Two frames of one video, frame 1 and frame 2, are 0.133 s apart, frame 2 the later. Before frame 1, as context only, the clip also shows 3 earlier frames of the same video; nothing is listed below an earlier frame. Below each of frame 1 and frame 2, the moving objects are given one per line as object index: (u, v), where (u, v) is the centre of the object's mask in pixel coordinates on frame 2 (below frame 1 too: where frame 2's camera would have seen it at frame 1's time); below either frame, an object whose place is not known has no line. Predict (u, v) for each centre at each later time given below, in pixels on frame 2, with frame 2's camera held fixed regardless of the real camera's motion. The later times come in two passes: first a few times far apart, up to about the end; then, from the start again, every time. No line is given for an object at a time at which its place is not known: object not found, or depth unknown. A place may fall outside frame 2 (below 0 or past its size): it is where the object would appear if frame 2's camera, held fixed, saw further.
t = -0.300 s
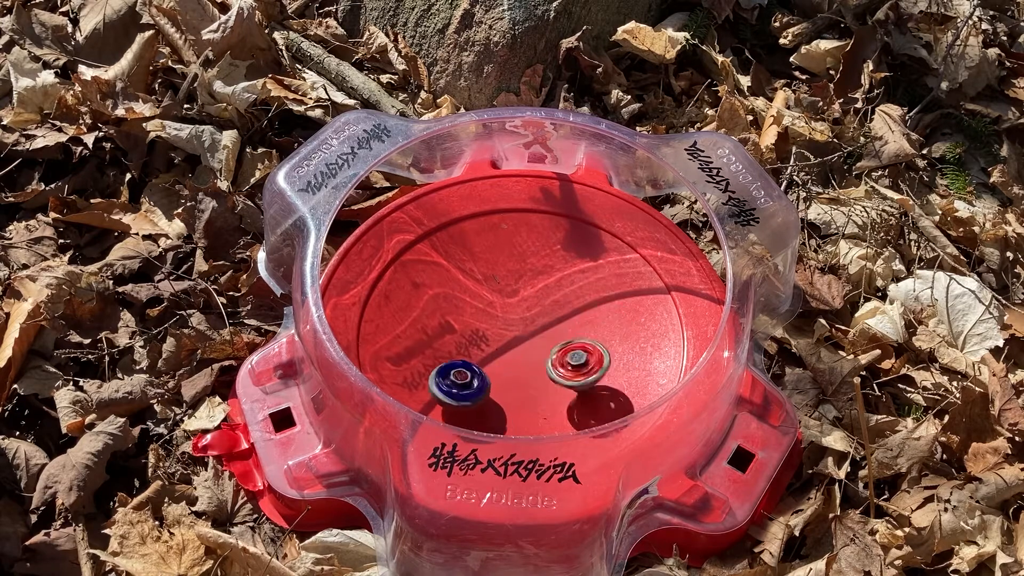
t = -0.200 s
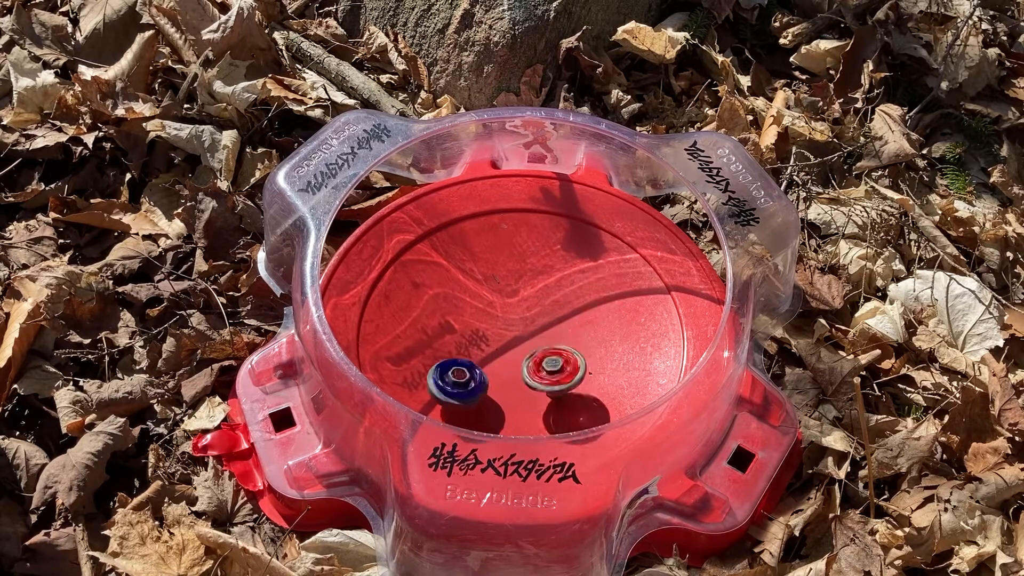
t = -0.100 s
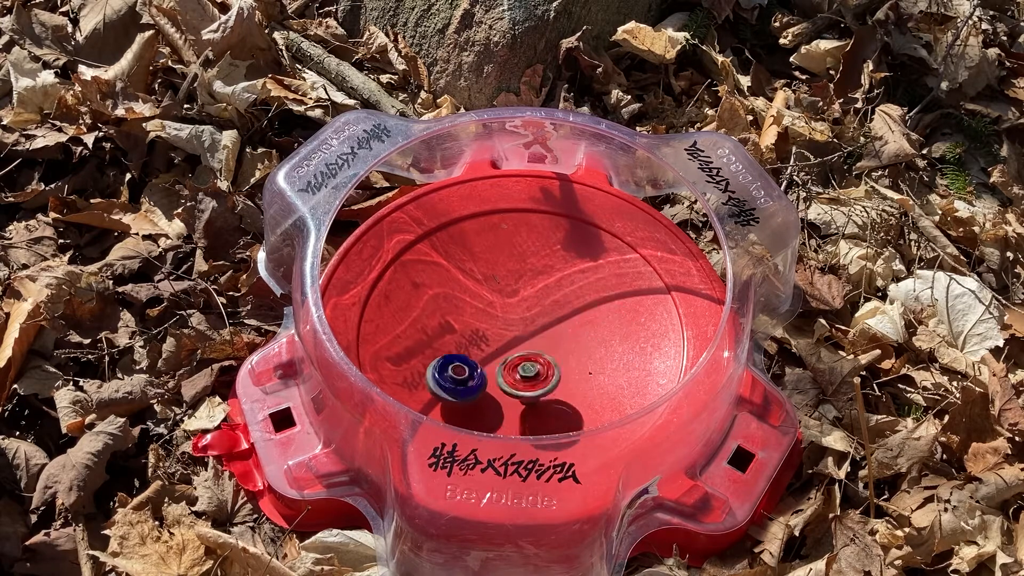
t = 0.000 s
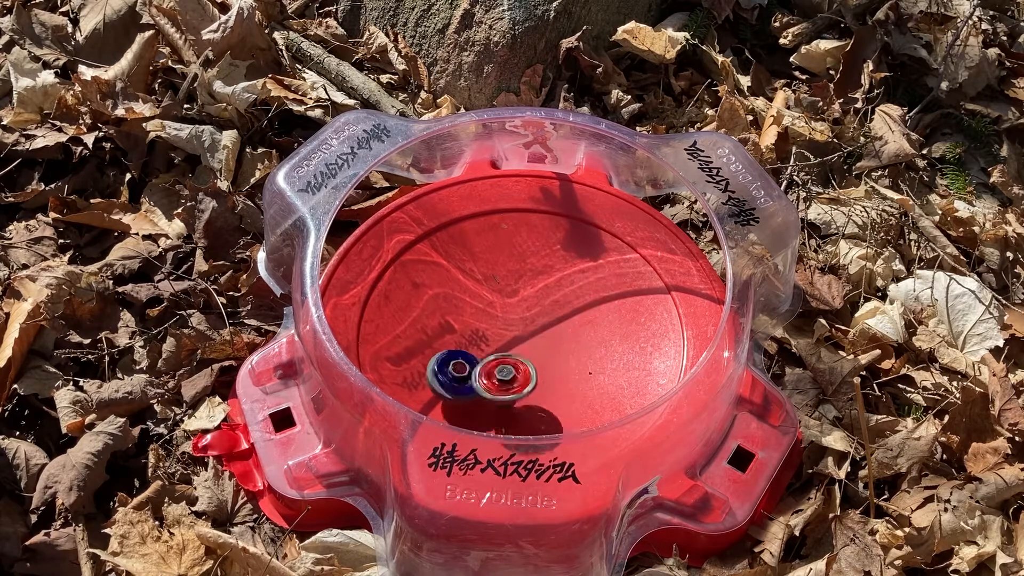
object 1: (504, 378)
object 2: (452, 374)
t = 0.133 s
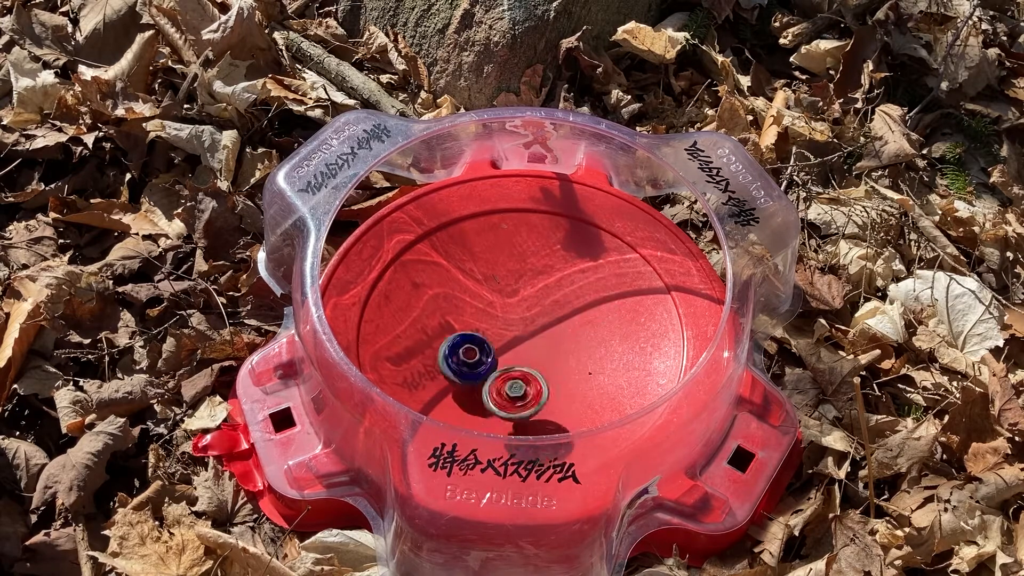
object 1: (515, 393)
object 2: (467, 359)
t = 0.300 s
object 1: (551, 396)
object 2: (490, 351)
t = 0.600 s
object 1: (586, 353)
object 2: (516, 316)
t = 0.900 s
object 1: (594, 315)
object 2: (483, 280)
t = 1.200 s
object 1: (546, 289)
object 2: (479, 305)
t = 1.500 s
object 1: (546, 288)
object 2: (470, 358)
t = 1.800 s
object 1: (548, 317)
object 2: (474, 361)
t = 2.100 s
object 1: (554, 355)
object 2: (477, 359)
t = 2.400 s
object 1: (550, 372)
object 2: (479, 360)
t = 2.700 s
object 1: (530, 358)
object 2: (474, 359)
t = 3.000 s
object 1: (569, 327)
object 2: (446, 344)
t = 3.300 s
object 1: (545, 283)
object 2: (463, 342)
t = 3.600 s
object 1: (506, 289)
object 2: (484, 352)
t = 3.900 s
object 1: (512, 312)
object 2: (515, 371)
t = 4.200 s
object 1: (545, 323)
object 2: (532, 384)
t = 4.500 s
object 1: (554, 322)
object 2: (536, 388)
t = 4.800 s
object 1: (536, 341)
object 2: (533, 389)
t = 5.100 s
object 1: (521, 323)
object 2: (519, 371)
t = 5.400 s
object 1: (547, 264)
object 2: (473, 339)
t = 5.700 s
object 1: (554, 244)
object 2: (475, 343)
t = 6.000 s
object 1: (540, 296)
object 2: (479, 339)
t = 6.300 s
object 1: (599, 354)
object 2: (460, 335)
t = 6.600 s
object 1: (591, 380)
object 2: (490, 322)
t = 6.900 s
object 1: (531, 371)
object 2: (527, 298)
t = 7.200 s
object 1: (470, 331)
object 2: (521, 301)
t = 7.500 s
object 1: (457, 293)
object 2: (518, 302)
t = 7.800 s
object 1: (493, 282)
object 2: (533, 312)
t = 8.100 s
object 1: (490, 280)
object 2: (555, 325)
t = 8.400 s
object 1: (497, 305)
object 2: (537, 333)
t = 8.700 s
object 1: (480, 290)
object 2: (527, 379)
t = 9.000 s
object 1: (496, 302)
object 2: (514, 372)
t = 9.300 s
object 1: (515, 296)
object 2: (518, 356)
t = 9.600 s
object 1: (531, 277)
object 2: (509, 367)
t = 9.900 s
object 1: (530, 307)
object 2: (513, 369)
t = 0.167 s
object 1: (522, 396)
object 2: (471, 358)
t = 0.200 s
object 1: (530, 398)
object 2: (475, 356)
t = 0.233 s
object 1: (537, 398)
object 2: (480, 355)
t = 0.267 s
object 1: (544, 398)
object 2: (485, 353)
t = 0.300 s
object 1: (551, 396)
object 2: (490, 351)
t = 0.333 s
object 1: (557, 393)
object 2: (495, 350)
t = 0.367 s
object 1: (562, 388)
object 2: (501, 349)
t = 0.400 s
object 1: (566, 384)
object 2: (506, 347)
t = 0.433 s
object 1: (569, 377)
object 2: (511, 345)
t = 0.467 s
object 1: (571, 371)
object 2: (516, 344)
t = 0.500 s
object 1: (571, 363)
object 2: (520, 342)
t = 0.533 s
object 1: (570, 355)
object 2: (523, 339)
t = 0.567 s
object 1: (570, 349)
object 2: (525, 335)
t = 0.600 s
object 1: (586, 353)
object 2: (516, 316)
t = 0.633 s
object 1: (599, 359)
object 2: (504, 300)
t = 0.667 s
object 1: (606, 361)
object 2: (495, 286)
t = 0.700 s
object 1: (609, 359)
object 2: (487, 277)
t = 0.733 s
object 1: (609, 353)
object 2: (482, 271)
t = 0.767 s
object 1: (608, 346)
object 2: (481, 271)
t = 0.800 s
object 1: (607, 338)
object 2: (481, 273)
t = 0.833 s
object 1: (604, 329)
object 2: (481, 275)
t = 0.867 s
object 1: (600, 322)
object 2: (482, 277)
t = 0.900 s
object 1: (594, 315)
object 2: (483, 280)
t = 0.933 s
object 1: (588, 308)
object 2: (484, 282)
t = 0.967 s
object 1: (580, 302)
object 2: (485, 284)
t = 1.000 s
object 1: (572, 297)
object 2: (486, 287)
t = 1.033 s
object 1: (563, 293)
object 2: (487, 290)
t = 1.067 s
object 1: (554, 289)
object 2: (489, 292)
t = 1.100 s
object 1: (546, 287)
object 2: (489, 296)
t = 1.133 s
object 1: (543, 284)
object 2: (487, 298)
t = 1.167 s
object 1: (544, 286)
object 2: (483, 301)
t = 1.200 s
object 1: (546, 289)
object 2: (479, 305)
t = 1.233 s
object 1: (544, 290)
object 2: (480, 309)
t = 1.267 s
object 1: (540, 291)
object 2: (481, 314)
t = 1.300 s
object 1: (535, 292)
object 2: (482, 318)
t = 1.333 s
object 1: (532, 293)
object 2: (481, 323)
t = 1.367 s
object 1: (538, 290)
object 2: (472, 332)
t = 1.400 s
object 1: (542, 290)
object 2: (468, 340)
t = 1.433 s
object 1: (543, 289)
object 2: (466, 347)
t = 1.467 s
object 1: (544, 289)
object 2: (467, 353)
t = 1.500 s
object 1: (546, 288)
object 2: (470, 358)
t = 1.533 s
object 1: (547, 289)
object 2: (471, 362)
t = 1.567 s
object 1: (548, 290)
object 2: (472, 363)
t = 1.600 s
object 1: (548, 292)
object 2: (472, 364)
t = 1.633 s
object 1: (548, 294)
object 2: (472, 364)
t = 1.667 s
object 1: (548, 298)
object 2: (473, 363)
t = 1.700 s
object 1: (548, 302)
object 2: (473, 363)
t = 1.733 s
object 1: (548, 307)
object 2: (474, 362)
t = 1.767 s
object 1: (548, 312)
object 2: (474, 361)
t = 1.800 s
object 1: (548, 317)
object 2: (474, 361)
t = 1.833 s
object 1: (549, 321)
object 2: (475, 360)
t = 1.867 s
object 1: (549, 326)
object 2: (475, 360)
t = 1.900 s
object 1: (549, 331)
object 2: (475, 360)
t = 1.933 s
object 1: (550, 335)
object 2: (475, 359)
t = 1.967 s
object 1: (551, 340)
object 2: (476, 360)
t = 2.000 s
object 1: (551, 344)
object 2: (476, 359)
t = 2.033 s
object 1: (552, 348)
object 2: (476, 359)
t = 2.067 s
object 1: (553, 351)
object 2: (477, 359)
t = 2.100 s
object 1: (554, 355)
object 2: (477, 359)
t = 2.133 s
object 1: (554, 358)
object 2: (477, 359)
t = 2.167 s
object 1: (555, 361)
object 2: (478, 360)
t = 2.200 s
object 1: (555, 364)
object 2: (478, 359)
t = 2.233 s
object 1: (555, 367)
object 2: (478, 360)
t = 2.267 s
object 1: (555, 369)
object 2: (478, 360)
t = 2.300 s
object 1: (554, 371)
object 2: (478, 360)
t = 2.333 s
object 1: (553, 372)
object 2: (478, 360)
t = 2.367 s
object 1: (552, 372)
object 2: (479, 360)
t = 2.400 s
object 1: (550, 372)
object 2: (479, 360)
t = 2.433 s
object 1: (548, 371)
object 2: (479, 360)
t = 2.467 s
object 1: (544, 370)
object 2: (479, 360)
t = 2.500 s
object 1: (541, 368)
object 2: (479, 360)
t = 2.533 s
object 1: (537, 366)
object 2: (478, 360)
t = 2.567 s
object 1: (533, 363)
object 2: (477, 360)
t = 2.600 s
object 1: (529, 362)
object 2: (476, 360)
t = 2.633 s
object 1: (528, 360)
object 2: (475, 359)
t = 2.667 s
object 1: (530, 359)
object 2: (474, 358)
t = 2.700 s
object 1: (530, 358)
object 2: (474, 359)
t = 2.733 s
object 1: (529, 354)
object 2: (474, 358)
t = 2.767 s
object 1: (529, 351)
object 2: (475, 357)
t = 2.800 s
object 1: (527, 348)
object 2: (476, 356)
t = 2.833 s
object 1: (526, 345)
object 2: (475, 356)
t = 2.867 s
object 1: (544, 342)
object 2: (462, 351)
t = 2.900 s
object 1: (557, 341)
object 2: (451, 347)
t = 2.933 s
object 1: (565, 338)
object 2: (446, 345)
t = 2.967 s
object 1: (568, 333)
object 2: (446, 344)
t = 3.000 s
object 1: (569, 327)
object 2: (446, 344)
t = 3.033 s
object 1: (569, 320)
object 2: (447, 344)
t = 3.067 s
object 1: (568, 315)
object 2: (449, 344)
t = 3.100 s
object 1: (567, 308)
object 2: (450, 344)
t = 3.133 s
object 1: (565, 303)
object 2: (452, 343)
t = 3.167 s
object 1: (562, 298)
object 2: (454, 343)
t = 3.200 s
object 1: (559, 293)
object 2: (456, 343)
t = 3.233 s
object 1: (554, 288)
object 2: (458, 343)
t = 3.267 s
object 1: (549, 285)
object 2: (460, 343)
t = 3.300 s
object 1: (545, 283)
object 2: (463, 342)
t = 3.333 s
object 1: (540, 281)
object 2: (465, 342)
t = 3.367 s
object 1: (534, 280)
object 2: (469, 343)
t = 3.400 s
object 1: (529, 281)
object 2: (471, 343)
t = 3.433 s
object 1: (523, 281)
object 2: (474, 342)
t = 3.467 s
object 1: (517, 283)
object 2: (477, 342)
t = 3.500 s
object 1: (512, 286)
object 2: (480, 343)
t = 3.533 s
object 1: (507, 290)
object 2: (483, 343)
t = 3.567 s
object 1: (505, 290)
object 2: (483, 346)
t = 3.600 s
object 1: (506, 289)
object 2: (484, 352)
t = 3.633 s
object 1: (507, 291)
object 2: (488, 354)
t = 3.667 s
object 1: (505, 292)
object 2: (492, 357)
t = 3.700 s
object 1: (503, 294)
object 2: (496, 359)
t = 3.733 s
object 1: (503, 297)
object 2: (499, 360)
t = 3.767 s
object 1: (503, 300)
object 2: (503, 362)
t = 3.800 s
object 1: (504, 304)
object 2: (506, 363)
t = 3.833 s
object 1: (507, 308)
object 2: (509, 365)
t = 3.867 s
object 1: (509, 311)
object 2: (511, 367)
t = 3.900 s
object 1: (512, 312)
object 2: (515, 371)
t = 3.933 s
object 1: (516, 314)
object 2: (519, 373)
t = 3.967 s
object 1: (519, 316)
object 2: (522, 375)
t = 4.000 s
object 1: (523, 318)
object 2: (525, 377)
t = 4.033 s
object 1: (526, 320)
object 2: (527, 378)
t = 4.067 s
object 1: (530, 322)
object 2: (529, 379)
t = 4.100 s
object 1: (534, 324)
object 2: (529, 379)
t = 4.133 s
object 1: (538, 324)
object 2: (530, 381)
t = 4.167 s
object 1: (542, 323)
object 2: (531, 383)
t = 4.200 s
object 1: (545, 323)
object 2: (532, 384)
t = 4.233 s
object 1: (549, 323)
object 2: (533, 385)
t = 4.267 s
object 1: (552, 323)
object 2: (533, 385)
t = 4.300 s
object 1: (554, 322)
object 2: (534, 385)
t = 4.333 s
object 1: (556, 322)
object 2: (534, 385)
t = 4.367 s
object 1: (557, 321)
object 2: (535, 386)
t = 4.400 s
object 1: (558, 321)
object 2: (535, 386)
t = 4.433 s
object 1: (558, 321)
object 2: (536, 386)
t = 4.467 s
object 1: (556, 321)
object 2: (536, 387)
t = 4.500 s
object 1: (554, 322)
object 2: (536, 388)
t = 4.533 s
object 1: (552, 323)
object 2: (536, 388)
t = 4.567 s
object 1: (549, 325)
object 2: (536, 389)
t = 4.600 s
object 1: (547, 327)
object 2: (536, 389)
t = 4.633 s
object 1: (544, 329)
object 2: (536, 389)
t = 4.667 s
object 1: (543, 332)
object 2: (535, 389)
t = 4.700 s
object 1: (541, 335)
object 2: (535, 389)
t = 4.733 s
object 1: (539, 337)
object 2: (535, 389)
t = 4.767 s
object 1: (537, 340)
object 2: (534, 389)
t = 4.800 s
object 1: (536, 341)
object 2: (533, 389)
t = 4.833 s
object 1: (535, 338)
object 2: (532, 389)
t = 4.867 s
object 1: (535, 336)
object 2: (531, 387)
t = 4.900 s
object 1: (535, 335)
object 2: (530, 385)
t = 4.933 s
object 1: (533, 333)
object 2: (529, 384)
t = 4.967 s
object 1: (530, 332)
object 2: (527, 382)
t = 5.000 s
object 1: (526, 331)
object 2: (526, 380)
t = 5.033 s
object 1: (523, 330)
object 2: (525, 379)
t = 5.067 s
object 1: (521, 328)
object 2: (524, 376)
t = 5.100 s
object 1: (521, 323)
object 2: (519, 371)
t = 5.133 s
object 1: (525, 315)
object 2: (509, 369)
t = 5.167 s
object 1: (530, 307)
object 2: (499, 368)
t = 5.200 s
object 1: (533, 299)
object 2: (491, 364)
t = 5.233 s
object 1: (536, 294)
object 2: (483, 359)
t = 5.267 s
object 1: (539, 289)
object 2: (479, 352)
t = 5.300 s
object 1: (541, 284)
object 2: (477, 347)
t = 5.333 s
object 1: (543, 278)
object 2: (475, 342)
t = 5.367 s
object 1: (545, 271)
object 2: (473, 340)
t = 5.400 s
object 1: (547, 264)
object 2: (473, 339)
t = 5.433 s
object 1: (548, 258)
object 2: (473, 339)
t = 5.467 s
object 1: (549, 254)
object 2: (474, 339)
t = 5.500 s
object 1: (550, 250)
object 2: (474, 339)
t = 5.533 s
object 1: (551, 246)
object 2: (474, 340)
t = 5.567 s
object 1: (552, 243)
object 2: (475, 341)
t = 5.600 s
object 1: (553, 242)
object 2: (475, 341)
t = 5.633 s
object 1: (553, 241)
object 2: (475, 342)
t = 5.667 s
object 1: (554, 242)
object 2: (475, 343)
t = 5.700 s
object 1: (554, 244)
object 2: (475, 343)
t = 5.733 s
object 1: (553, 248)
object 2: (475, 343)
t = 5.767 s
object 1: (553, 252)
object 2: (476, 343)
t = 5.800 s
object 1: (552, 257)
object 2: (476, 343)
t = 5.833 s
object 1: (550, 262)
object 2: (477, 343)
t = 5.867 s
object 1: (548, 268)
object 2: (477, 342)
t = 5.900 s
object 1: (546, 274)
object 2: (477, 341)
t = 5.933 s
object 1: (545, 281)
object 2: (478, 341)
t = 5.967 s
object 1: (542, 288)
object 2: (478, 340)
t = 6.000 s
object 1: (540, 296)
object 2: (479, 339)
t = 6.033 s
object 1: (538, 304)
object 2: (481, 338)
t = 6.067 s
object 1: (536, 313)
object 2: (483, 336)
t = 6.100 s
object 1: (552, 318)
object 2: (470, 334)
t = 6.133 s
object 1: (567, 323)
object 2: (459, 335)
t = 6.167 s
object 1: (579, 332)
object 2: (456, 336)
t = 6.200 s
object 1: (586, 341)
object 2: (456, 336)
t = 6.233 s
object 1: (591, 347)
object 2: (457, 336)
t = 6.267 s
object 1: (595, 351)
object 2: (458, 336)
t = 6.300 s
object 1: (599, 354)
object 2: (460, 335)
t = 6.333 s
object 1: (601, 358)
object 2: (461, 335)
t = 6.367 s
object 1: (603, 361)
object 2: (463, 334)
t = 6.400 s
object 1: (604, 365)
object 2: (466, 334)
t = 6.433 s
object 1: (604, 368)
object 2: (468, 332)
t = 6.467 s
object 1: (604, 371)
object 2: (471, 332)
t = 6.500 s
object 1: (602, 374)
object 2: (475, 330)
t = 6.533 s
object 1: (599, 376)
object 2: (479, 328)
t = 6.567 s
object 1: (596, 378)
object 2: (484, 325)
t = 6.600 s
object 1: (591, 380)
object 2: (490, 322)
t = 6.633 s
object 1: (586, 381)
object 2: (497, 319)
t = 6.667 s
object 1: (580, 381)
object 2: (503, 315)
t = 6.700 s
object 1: (574, 381)
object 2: (510, 312)
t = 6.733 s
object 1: (567, 380)
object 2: (514, 308)
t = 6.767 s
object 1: (560, 379)
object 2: (518, 305)
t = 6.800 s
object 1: (553, 378)
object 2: (521, 302)
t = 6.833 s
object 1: (545, 376)
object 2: (524, 300)
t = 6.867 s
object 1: (538, 373)
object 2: (525, 299)
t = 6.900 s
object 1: (531, 371)
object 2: (527, 298)
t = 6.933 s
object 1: (523, 367)
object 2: (527, 297)
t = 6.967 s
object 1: (516, 364)
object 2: (527, 297)
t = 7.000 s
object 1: (508, 360)
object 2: (526, 297)
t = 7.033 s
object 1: (501, 356)
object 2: (526, 298)
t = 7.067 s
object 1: (493, 351)
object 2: (525, 298)
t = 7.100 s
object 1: (487, 346)
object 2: (524, 299)
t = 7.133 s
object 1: (481, 341)
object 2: (523, 300)
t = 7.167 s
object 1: (475, 337)
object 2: (522, 300)
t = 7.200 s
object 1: (470, 331)
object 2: (521, 301)
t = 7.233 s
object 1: (466, 326)
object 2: (521, 301)
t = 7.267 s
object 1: (463, 321)
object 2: (521, 301)
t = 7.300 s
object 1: (460, 316)
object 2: (520, 301)
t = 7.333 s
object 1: (457, 312)
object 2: (520, 302)
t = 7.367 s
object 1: (456, 307)
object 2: (520, 302)
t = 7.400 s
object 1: (455, 303)
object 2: (519, 302)
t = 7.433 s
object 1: (455, 300)
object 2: (519, 302)
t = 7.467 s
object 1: (455, 296)
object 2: (518, 302)
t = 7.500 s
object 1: (457, 293)
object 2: (518, 302)
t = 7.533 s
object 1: (459, 290)
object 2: (518, 303)
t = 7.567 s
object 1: (462, 287)
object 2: (518, 303)
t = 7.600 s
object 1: (466, 285)
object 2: (519, 304)
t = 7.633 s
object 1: (470, 284)
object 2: (520, 305)
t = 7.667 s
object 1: (475, 283)
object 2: (522, 306)
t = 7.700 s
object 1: (481, 282)
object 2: (525, 307)
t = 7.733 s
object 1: (483, 283)
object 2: (529, 307)
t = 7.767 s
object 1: (489, 283)
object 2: (531, 311)
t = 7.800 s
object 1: (493, 282)
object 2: (533, 312)
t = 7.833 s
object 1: (498, 277)
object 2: (540, 309)
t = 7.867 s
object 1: (503, 282)
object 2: (548, 312)
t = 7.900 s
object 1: (504, 282)
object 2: (552, 311)
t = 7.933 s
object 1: (504, 283)
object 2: (557, 314)
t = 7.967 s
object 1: (501, 283)
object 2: (560, 320)
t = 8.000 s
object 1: (499, 282)
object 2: (559, 322)
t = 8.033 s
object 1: (496, 280)
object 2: (558, 322)
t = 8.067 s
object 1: (493, 280)
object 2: (556, 324)
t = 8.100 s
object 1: (490, 280)
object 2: (555, 325)
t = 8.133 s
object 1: (488, 281)
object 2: (553, 325)
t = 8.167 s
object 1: (486, 283)
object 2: (551, 326)
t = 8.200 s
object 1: (485, 286)
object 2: (549, 326)
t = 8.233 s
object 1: (486, 290)
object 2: (547, 327)
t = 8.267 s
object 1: (487, 294)
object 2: (545, 327)
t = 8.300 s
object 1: (489, 298)
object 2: (544, 329)
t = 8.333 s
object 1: (491, 302)
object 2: (542, 328)
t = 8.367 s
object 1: (495, 307)
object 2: (542, 329)
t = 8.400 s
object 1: (497, 305)
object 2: (537, 333)
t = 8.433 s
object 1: (491, 296)
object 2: (533, 343)
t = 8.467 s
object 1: (485, 294)
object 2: (533, 354)
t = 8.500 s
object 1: (485, 288)
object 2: (535, 365)
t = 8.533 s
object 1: (485, 284)
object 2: (536, 373)
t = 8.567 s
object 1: (485, 284)
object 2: (535, 380)
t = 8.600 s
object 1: (485, 285)
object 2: (532, 381)
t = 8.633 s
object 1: (483, 287)
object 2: (531, 380)
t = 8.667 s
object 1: (481, 288)
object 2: (529, 380)
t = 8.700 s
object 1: (480, 290)
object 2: (527, 379)
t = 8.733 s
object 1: (479, 293)
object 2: (525, 379)
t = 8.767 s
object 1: (480, 297)
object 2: (523, 377)
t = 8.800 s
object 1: (481, 300)
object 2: (521, 376)
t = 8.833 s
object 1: (483, 304)
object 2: (519, 375)
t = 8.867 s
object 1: (486, 308)
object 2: (518, 372)
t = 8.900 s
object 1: (489, 312)
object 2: (516, 370)
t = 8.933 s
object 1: (492, 316)
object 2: (514, 368)
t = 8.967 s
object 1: (494, 309)
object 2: (516, 371)
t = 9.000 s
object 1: (496, 302)
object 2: (514, 372)
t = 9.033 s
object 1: (498, 296)
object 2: (513, 373)
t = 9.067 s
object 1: (502, 292)
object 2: (513, 370)
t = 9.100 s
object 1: (506, 291)
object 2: (514, 369)
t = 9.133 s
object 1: (506, 291)
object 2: (514, 367)
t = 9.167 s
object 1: (508, 291)
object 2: (514, 365)
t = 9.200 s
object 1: (509, 292)
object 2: (515, 363)
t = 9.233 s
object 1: (511, 293)
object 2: (516, 360)
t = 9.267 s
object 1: (513, 294)
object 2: (518, 358)
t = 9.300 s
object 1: (515, 296)
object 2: (518, 356)
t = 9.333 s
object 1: (517, 298)
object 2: (519, 354)
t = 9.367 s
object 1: (520, 294)
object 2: (518, 359)
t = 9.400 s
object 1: (525, 286)
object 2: (514, 365)
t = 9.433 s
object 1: (528, 283)
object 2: (509, 368)
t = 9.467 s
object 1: (529, 281)
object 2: (508, 368)
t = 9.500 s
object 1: (530, 279)
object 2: (508, 368)
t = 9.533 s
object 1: (530, 278)
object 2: (508, 368)
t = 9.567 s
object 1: (531, 277)
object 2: (509, 368)
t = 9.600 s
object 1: (531, 277)
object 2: (509, 367)
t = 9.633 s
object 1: (531, 279)
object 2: (510, 368)
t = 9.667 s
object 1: (532, 281)
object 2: (510, 368)
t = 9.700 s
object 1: (532, 284)
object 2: (510, 368)
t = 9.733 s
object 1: (532, 287)
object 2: (510, 368)
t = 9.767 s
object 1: (531, 290)
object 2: (510, 368)
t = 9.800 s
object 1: (531, 294)
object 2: (511, 368)
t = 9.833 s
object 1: (530, 299)
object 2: (512, 368)
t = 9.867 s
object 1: (530, 303)
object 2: (513, 369)
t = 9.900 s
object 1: (530, 307)
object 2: (513, 369)
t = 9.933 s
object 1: (530, 313)
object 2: (513, 370)
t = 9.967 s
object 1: (530, 316)
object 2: (513, 372)
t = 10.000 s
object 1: (533, 318)
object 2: (511, 376)
